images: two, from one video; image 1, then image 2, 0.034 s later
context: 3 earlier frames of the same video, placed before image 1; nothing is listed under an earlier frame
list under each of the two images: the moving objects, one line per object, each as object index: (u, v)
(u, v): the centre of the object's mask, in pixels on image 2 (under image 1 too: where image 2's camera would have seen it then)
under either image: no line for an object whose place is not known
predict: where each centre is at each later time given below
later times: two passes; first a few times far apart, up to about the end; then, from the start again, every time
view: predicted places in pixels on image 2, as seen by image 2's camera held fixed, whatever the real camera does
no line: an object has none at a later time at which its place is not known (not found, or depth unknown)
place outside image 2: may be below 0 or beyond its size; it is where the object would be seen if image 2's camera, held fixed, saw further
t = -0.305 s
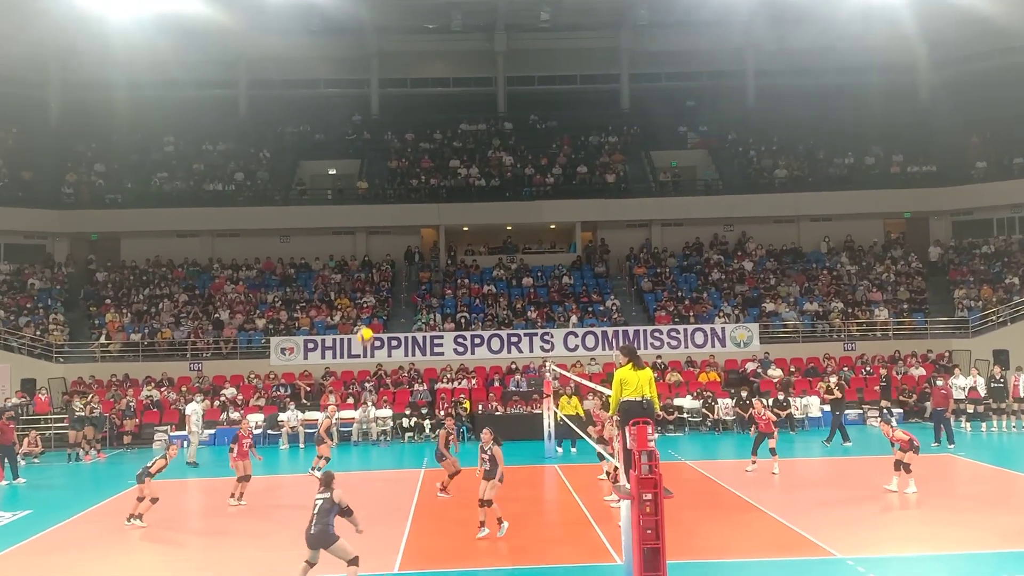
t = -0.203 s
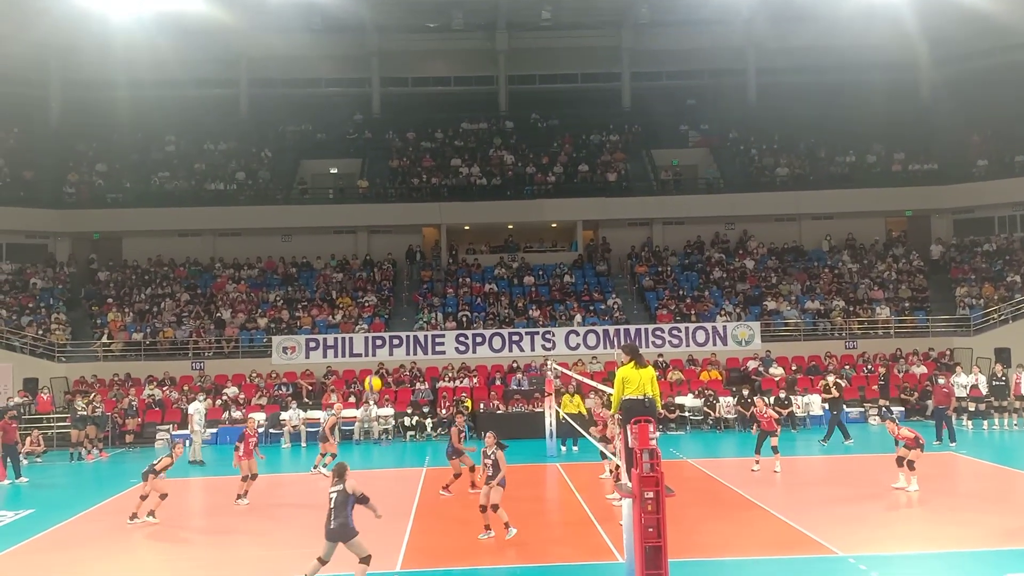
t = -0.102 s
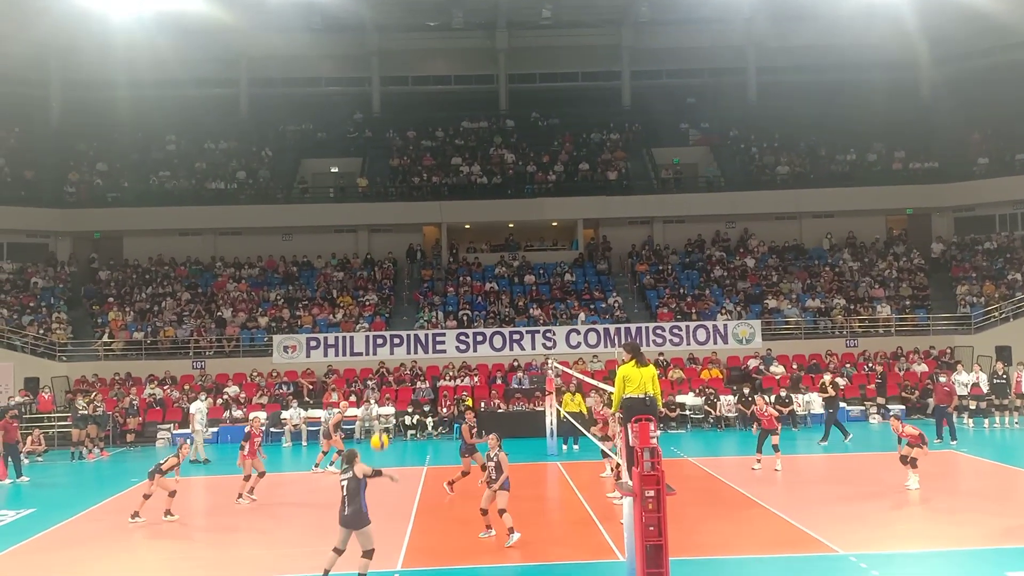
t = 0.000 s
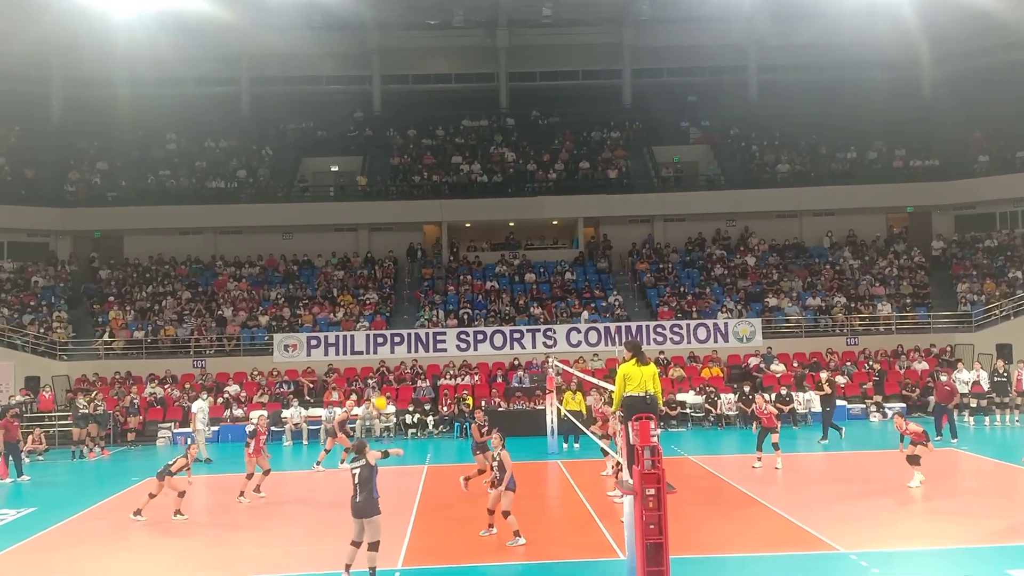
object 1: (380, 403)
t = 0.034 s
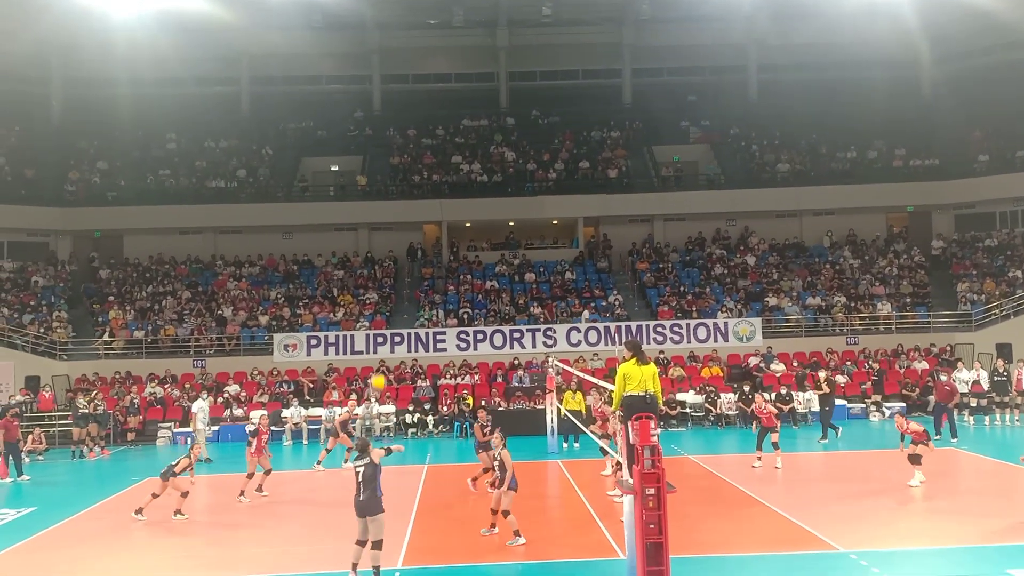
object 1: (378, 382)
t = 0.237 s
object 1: (373, 277)
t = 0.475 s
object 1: (366, 199)
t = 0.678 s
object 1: (361, 168)
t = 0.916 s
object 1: (357, 169)
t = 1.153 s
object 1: (355, 208)
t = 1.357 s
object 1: (354, 270)
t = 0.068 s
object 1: (377, 363)
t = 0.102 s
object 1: (375, 342)
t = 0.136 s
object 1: (375, 324)
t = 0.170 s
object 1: (374, 308)
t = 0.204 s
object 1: (374, 292)
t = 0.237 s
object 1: (373, 277)
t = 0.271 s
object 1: (372, 263)
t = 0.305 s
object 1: (371, 250)
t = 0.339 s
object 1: (370, 238)
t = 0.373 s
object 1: (369, 227)
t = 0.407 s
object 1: (369, 216)
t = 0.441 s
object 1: (368, 207)
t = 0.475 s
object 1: (366, 199)
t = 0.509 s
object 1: (366, 192)
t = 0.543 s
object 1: (365, 185)
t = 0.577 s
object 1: (364, 180)
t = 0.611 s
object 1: (363, 176)
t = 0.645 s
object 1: (362, 171)
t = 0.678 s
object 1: (361, 168)
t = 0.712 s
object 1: (361, 166)
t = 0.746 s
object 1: (360, 165)
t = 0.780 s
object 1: (359, 164)
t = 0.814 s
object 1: (359, 164)
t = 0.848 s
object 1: (359, 165)
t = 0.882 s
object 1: (358, 167)
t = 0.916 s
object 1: (357, 169)
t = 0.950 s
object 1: (357, 173)
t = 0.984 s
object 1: (356, 177)
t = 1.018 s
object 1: (356, 182)
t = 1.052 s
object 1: (356, 187)
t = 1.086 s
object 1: (355, 193)
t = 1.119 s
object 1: (355, 200)
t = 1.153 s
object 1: (355, 208)
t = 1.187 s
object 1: (355, 217)
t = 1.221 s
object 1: (355, 226)
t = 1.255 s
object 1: (354, 236)
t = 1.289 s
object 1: (355, 247)
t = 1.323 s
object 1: (355, 258)
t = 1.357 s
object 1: (354, 270)
